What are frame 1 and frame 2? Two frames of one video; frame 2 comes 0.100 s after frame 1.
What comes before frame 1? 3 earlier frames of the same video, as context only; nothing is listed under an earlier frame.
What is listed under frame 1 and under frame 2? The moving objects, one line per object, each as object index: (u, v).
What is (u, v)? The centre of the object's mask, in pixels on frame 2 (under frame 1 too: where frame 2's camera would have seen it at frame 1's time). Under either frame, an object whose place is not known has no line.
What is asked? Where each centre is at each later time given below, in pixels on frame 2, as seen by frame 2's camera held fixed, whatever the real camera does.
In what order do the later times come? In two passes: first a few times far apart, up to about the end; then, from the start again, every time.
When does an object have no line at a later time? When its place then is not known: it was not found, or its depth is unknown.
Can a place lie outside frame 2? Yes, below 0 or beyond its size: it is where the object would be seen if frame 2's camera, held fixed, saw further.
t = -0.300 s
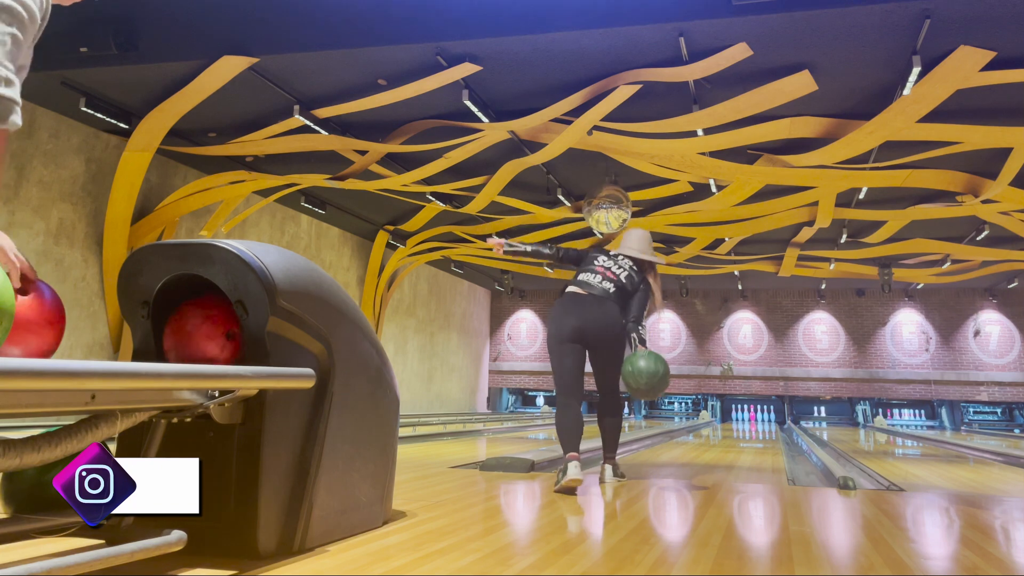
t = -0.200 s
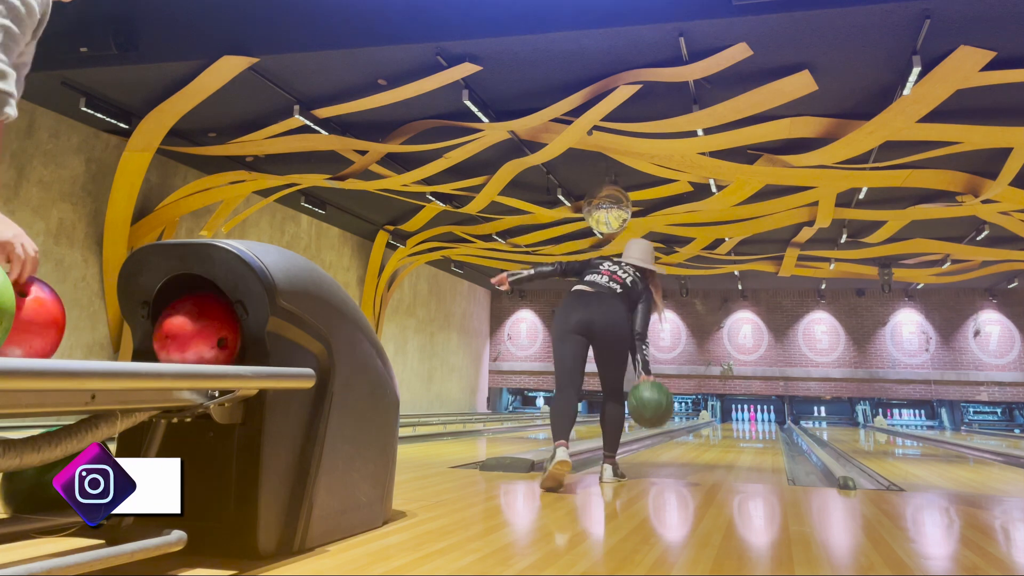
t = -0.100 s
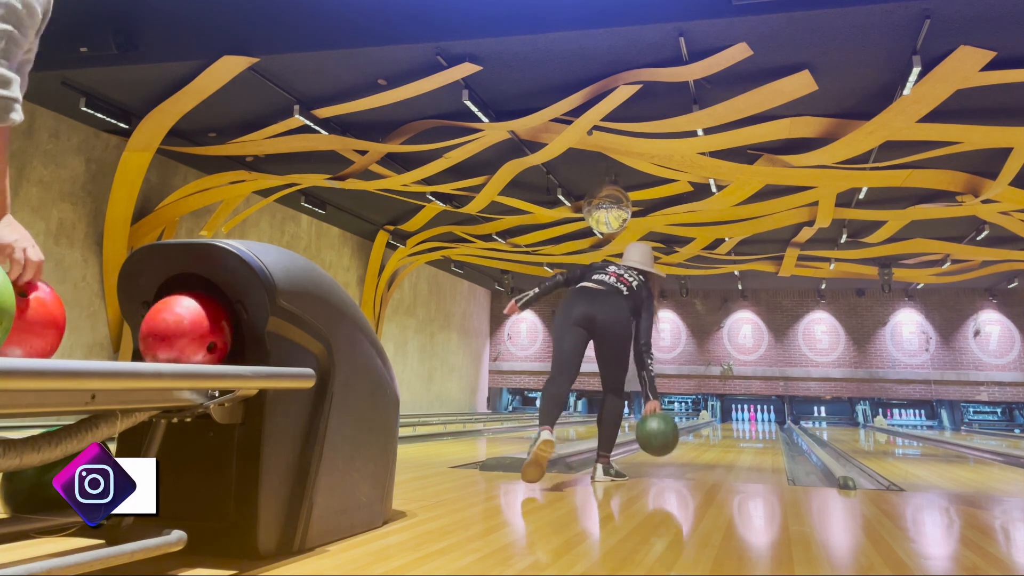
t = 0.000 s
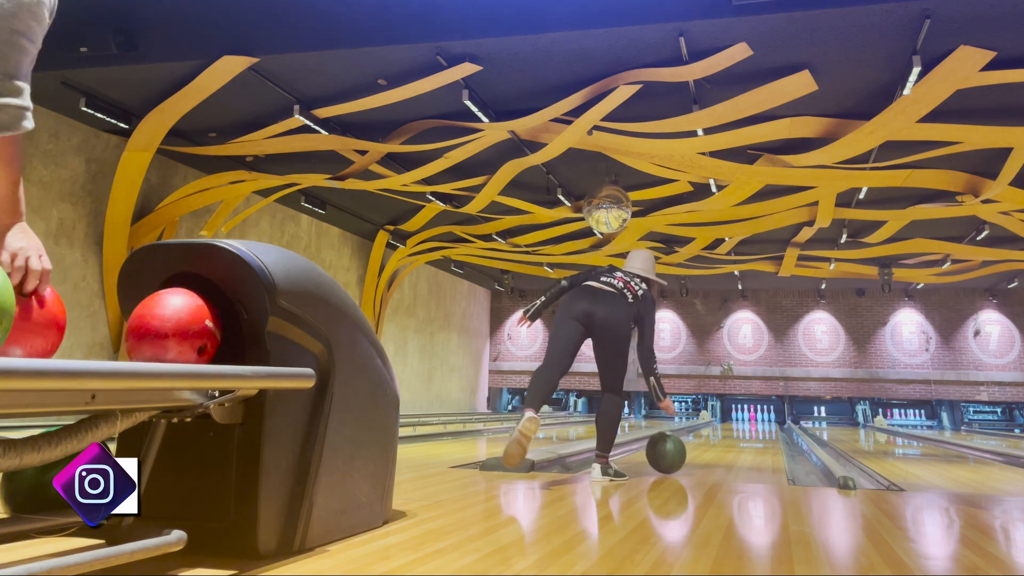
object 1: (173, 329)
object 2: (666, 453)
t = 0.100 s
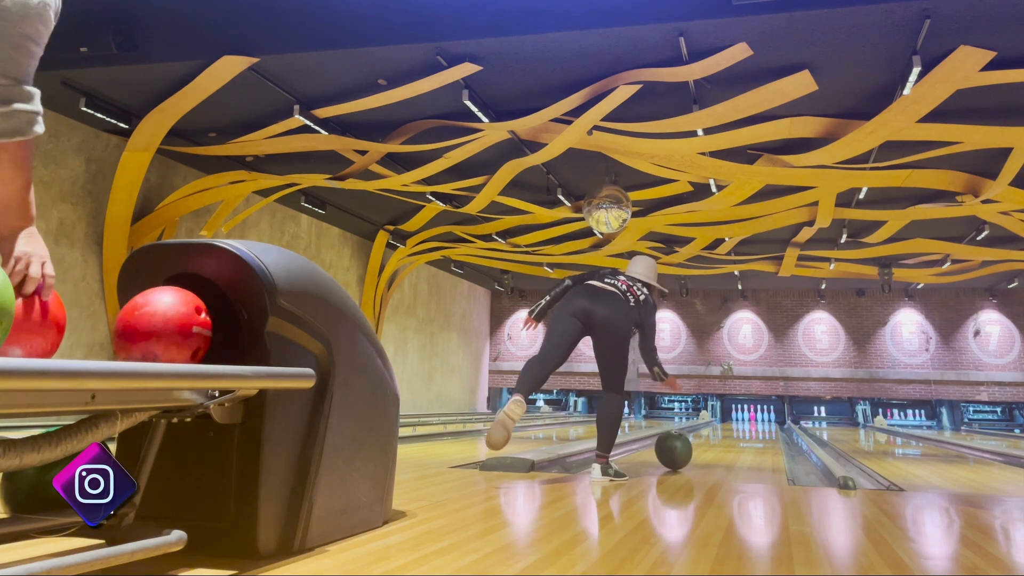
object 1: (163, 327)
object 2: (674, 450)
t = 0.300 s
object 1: (134, 325)
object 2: (686, 444)
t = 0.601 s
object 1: (108, 322)
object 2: (700, 438)
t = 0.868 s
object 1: (90, 319)
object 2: (708, 434)
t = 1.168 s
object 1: (80, 316)
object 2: (717, 431)
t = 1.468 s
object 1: (55, 313)
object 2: (723, 429)
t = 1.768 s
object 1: (55, 313)
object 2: (727, 427)
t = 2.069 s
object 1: (55, 313)
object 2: (730, 425)
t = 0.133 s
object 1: (160, 327)
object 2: (676, 449)
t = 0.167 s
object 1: (155, 326)
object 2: (678, 448)
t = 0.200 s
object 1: (151, 326)
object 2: (680, 447)
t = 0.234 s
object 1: (146, 326)
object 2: (682, 446)
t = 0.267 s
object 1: (140, 325)
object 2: (684, 445)
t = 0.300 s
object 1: (134, 325)
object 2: (686, 444)
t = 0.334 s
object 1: (127, 324)
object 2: (688, 443)
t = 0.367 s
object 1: (121, 324)
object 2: (689, 442)
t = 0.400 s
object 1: (117, 323)
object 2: (691, 442)
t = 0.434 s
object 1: (117, 323)
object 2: (692, 441)
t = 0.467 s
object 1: (116, 323)
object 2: (694, 440)
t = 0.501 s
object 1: (114, 323)
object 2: (696, 440)
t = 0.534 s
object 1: (113, 322)
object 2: (697, 439)
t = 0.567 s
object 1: (111, 322)
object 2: (698, 438)
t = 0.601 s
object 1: (108, 322)
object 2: (700, 438)
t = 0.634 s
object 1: (106, 321)
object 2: (701, 437)
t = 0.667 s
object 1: (104, 321)
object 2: (702, 437)
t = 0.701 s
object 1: (101, 321)
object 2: (703, 437)
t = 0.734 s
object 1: (98, 320)
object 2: (704, 436)
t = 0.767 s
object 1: (96, 320)
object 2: (706, 435)
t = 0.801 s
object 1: (94, 320)
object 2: (707, 435)
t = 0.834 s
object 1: (92, 320)
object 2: (708, 435)
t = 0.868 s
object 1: (90, 319)
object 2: (708, 434)
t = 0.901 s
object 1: (89, 319)
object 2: (710, 434)
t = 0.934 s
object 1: (87, 319)
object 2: (711, 434)
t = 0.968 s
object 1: (86, 319)
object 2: (712, 433)
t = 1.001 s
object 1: (85, 318)
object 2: (712, 433)
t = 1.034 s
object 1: (84, 318)
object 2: (713, 432)
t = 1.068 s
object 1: (83, 318)
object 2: (714, 432)
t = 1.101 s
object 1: (83, 318)
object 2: (715, 432)
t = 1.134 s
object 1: (83, 318)
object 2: (716, 431)
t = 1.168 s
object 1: (80, 316)
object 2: (717, 431)
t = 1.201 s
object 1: (76, 317)
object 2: (717, 431)
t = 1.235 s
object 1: (71, 316)
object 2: (718, 430)
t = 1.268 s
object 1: (68, 316)
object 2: (719, 430)
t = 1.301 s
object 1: (65, 315)
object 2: (720, 430)
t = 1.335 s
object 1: (62, 314)
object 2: (720, 430)
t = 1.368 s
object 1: (59, 313)
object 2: (721, 429)
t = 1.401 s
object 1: (56, 313)
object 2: (721, 429)
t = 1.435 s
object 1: (55, 312)
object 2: (722, 429)
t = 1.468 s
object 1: (55, 313)
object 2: (723, 429)
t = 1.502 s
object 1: (55, 313)
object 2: (723, 428)
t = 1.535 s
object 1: (55, 313)
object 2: (724, 428)
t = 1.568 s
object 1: (56, 313)
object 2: (724, 428)
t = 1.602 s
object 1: (56, 313)
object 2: (724, 428)
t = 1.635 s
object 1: (56, 313)
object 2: (725, 428)
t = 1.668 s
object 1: (56, 313)
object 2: (725, 427)
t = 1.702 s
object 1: (56, 313)
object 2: (726, 427)
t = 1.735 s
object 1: (55, 313)
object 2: (726, 427)
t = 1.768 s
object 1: (55, 313)
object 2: (727, 427)
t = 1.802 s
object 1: (55, 313)
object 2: (727, 427)
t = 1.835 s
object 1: (55, 313)
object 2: (728, 426)
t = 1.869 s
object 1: (55, 313)
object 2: (728, 426)
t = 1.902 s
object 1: (55, 313)
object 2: (728, 426)
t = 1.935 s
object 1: (55, 313)
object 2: (729, 426)
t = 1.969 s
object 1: (55, 313)
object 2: (729, 426)
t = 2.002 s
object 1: (55, 313)
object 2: (729, 426)
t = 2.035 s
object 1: (55, 313)
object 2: (730, 425)
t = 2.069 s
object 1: (55, 313)
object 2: (730, 425)
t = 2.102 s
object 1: (55, 313)
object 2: (731, 425)
